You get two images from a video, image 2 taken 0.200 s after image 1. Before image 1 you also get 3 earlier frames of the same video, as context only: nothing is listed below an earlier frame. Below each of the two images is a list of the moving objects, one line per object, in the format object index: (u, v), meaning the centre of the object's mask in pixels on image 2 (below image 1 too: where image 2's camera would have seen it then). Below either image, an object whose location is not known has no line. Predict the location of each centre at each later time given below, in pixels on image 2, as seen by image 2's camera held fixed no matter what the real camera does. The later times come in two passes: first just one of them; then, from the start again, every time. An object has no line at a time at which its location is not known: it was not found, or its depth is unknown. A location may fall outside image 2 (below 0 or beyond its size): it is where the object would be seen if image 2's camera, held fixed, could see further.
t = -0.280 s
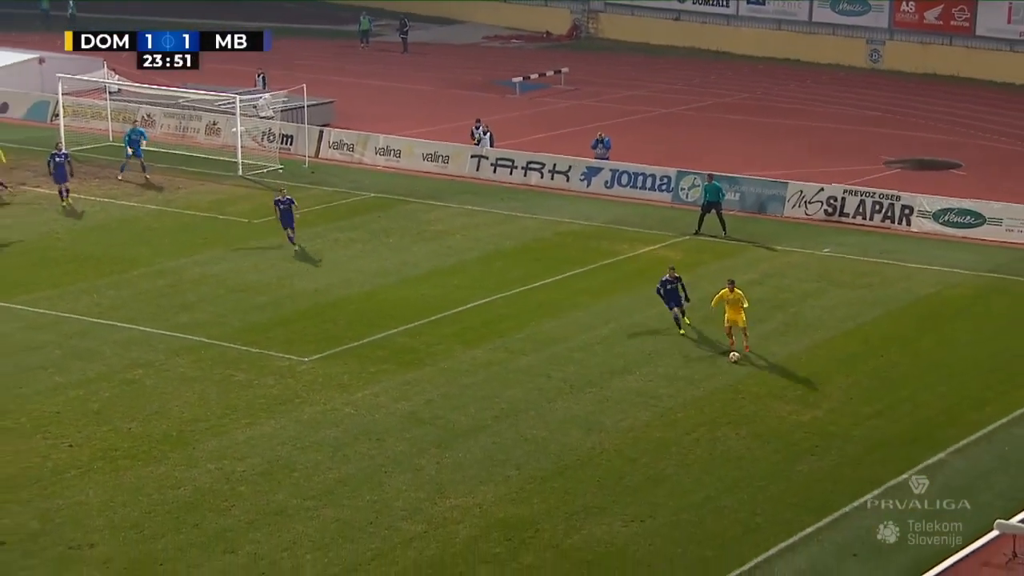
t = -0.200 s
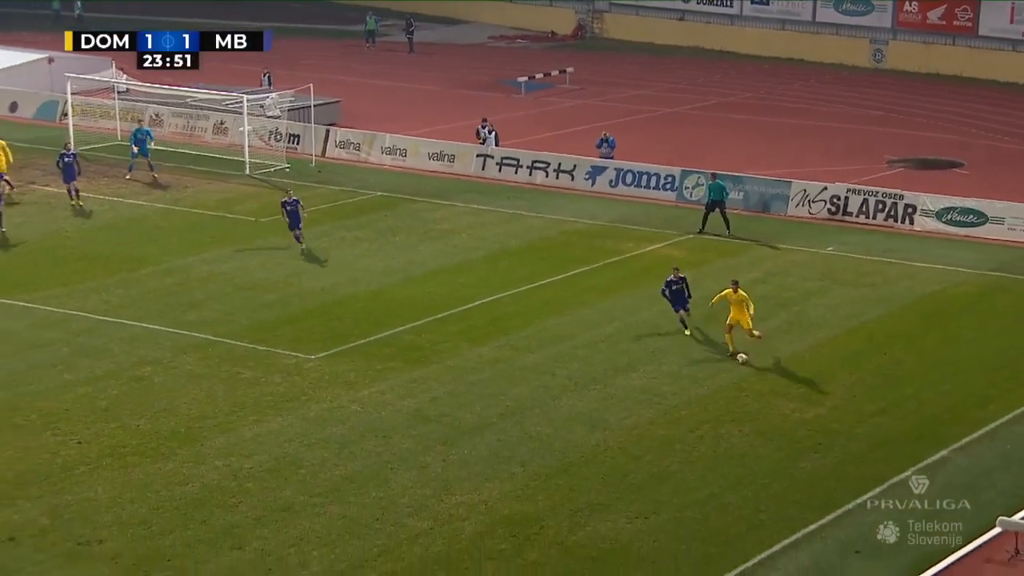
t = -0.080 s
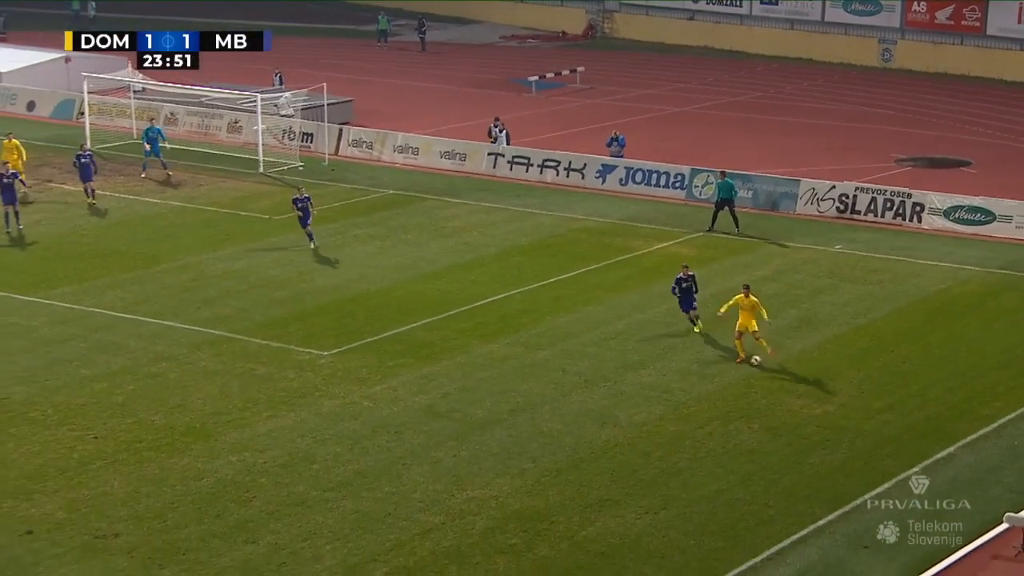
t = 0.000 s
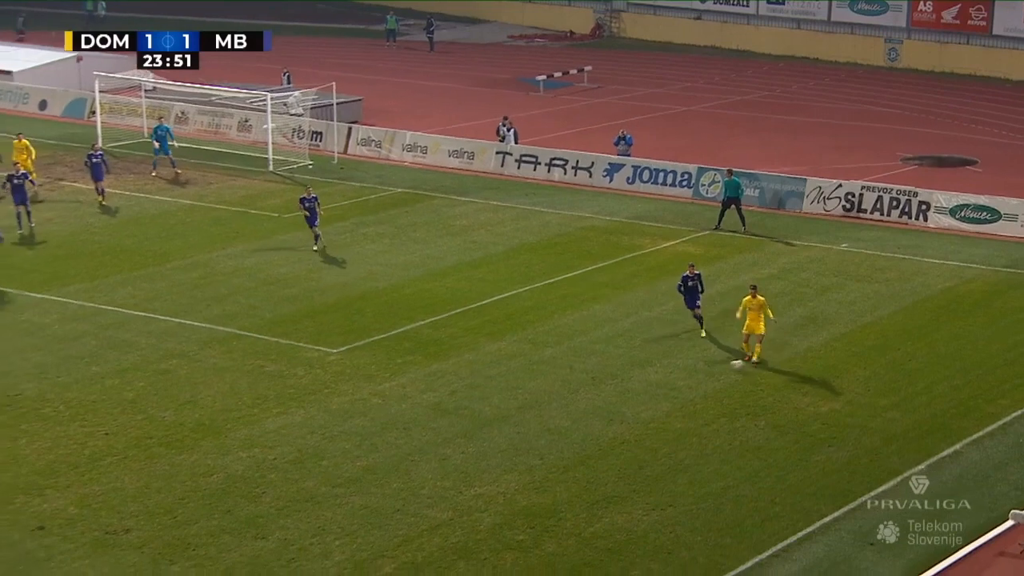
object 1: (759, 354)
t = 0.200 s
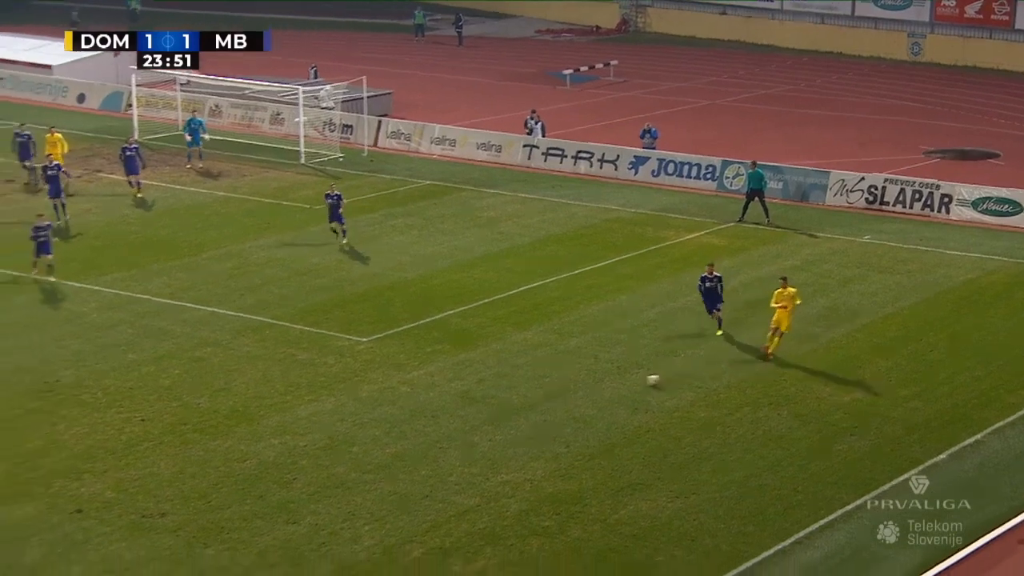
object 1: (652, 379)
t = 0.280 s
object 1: (610, 389)
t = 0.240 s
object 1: (631, 382)
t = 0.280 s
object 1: (610, 389)
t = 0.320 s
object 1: (590, 394)
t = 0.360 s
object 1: (570, 398)
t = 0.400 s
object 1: (549, 404)
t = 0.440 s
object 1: (528, 409)
